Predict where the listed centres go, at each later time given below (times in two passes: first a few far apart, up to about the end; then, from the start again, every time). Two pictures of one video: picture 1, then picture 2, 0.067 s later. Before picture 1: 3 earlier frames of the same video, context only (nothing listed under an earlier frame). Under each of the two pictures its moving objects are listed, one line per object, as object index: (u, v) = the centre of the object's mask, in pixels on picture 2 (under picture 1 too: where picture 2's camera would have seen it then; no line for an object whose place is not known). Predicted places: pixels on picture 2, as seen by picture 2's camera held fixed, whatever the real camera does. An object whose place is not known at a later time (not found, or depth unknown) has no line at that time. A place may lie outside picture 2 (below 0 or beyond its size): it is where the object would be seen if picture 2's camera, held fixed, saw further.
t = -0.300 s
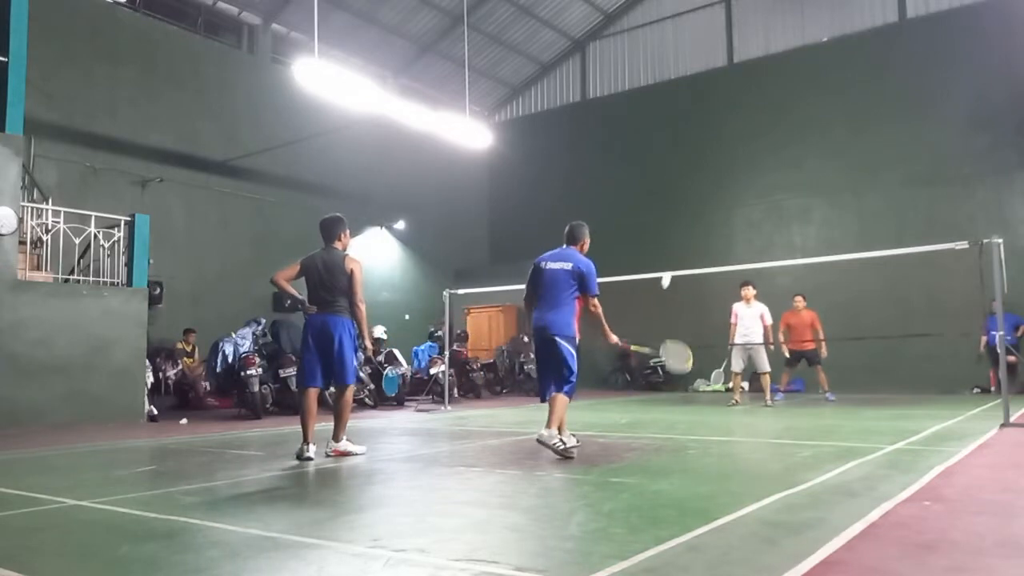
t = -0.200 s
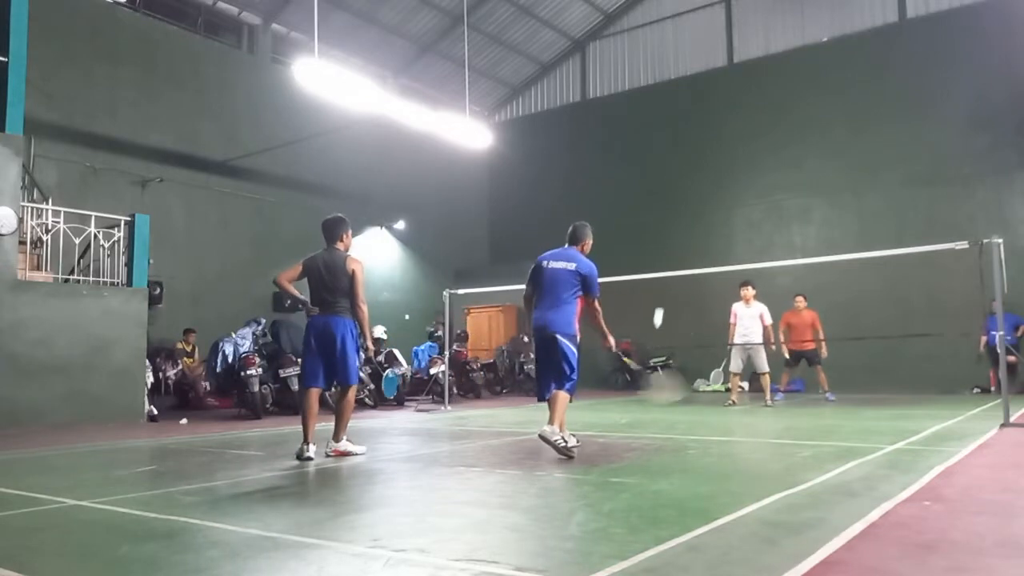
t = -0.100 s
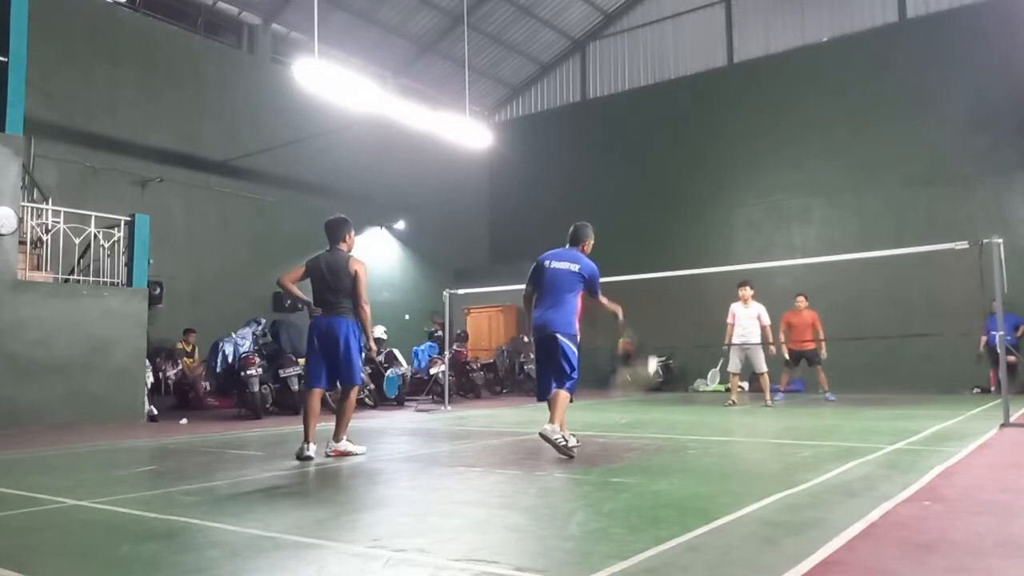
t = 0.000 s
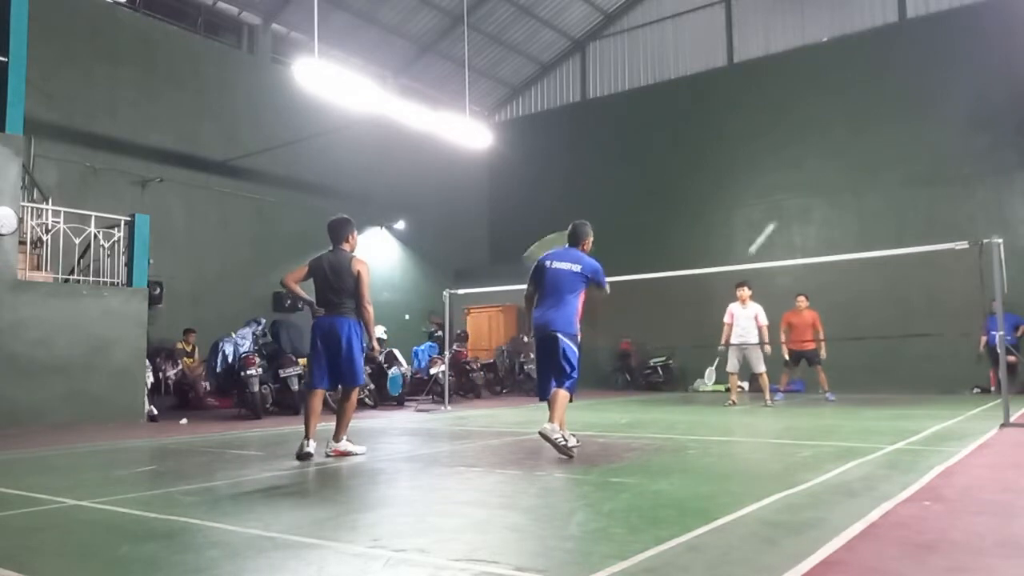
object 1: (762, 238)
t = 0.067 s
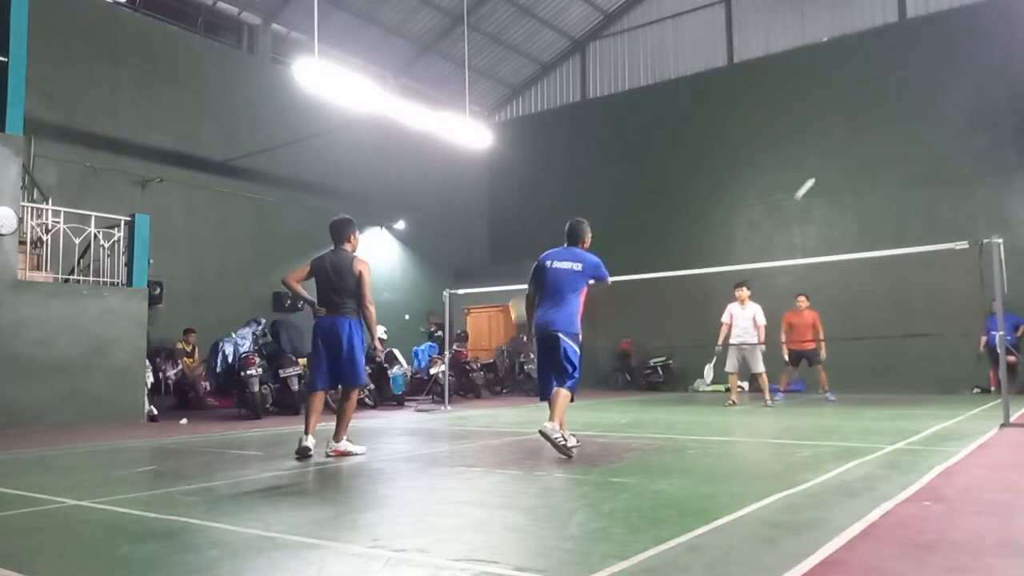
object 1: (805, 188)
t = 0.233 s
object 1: (864, 134)
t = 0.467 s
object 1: (911, 123)
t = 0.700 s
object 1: (942, 149)
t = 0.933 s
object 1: (966, 199)
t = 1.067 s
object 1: (978, 237)
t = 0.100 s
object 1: (820, 173)
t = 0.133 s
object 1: (833, 160)
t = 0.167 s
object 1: (845, 149)
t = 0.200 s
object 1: (855, 140)
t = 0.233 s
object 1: (864, 134)
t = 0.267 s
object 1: (872, 129)
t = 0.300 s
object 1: (880, 126)
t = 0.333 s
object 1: (887, 123)
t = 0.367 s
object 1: (894, 122)
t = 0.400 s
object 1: (900, 121)
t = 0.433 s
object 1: (905, 122)
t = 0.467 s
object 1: (911, 123)
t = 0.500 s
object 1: (916, 124)
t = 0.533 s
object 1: (921, 127)
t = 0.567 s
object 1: (926, 130)
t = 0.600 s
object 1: (930, 134)
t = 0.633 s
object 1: (934, 138)
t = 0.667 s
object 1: (938, 143)
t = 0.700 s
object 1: (942, 149)
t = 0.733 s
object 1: (946, 155)
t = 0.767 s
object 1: (950, 161)
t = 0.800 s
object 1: (954, 168)
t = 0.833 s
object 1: (957, 175)
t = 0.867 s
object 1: (960, 183)
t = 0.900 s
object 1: (963, 191)
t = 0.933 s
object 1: (966, 199)
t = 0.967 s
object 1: (970, 208)
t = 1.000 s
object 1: (972, 217)
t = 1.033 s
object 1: (976, 227)
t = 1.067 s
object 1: (978, 237)
